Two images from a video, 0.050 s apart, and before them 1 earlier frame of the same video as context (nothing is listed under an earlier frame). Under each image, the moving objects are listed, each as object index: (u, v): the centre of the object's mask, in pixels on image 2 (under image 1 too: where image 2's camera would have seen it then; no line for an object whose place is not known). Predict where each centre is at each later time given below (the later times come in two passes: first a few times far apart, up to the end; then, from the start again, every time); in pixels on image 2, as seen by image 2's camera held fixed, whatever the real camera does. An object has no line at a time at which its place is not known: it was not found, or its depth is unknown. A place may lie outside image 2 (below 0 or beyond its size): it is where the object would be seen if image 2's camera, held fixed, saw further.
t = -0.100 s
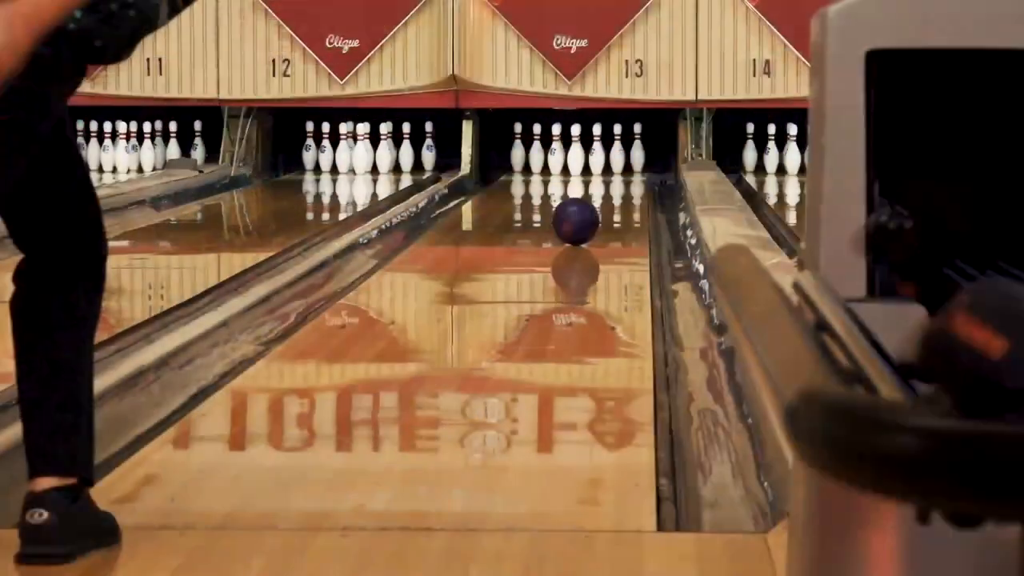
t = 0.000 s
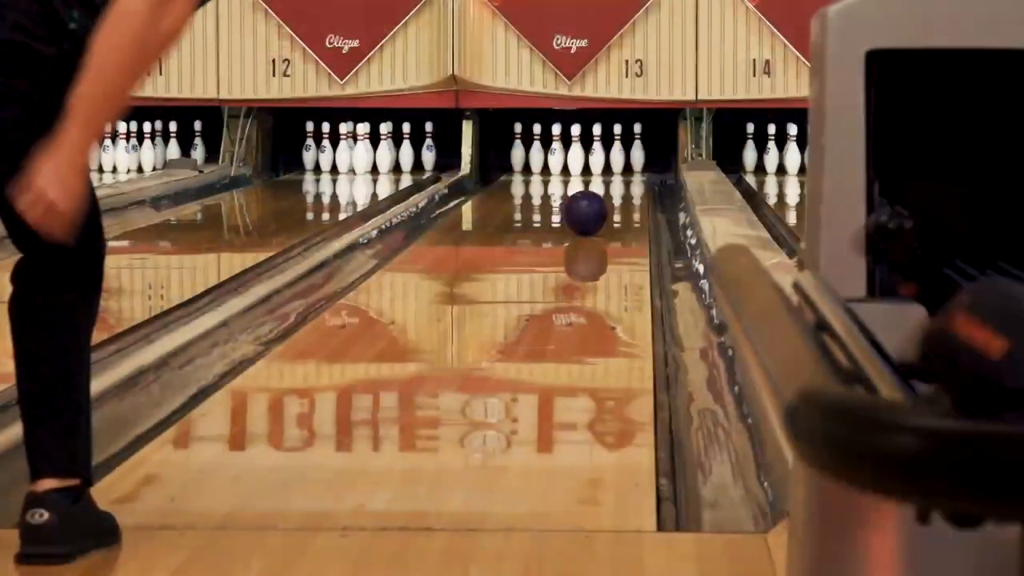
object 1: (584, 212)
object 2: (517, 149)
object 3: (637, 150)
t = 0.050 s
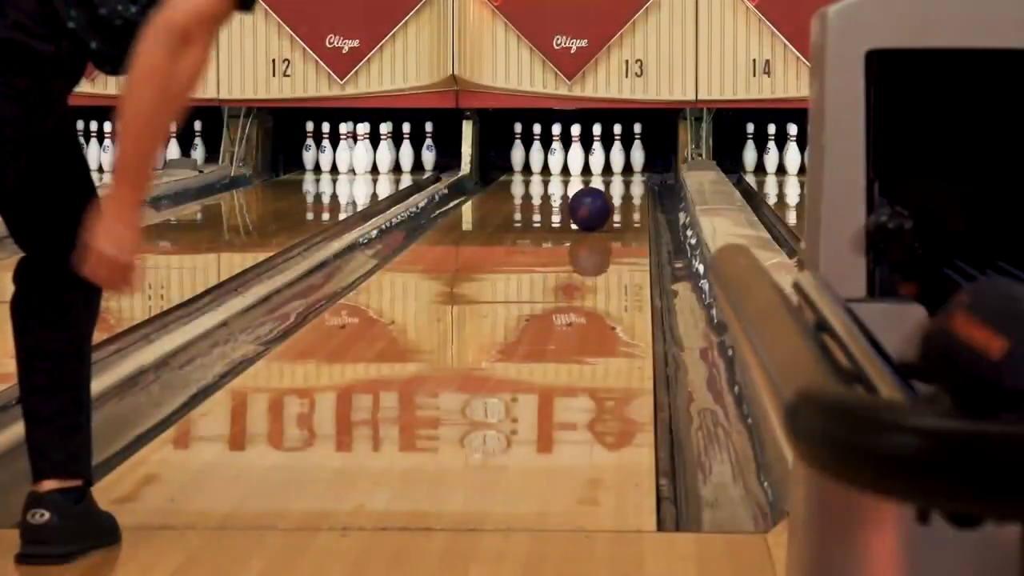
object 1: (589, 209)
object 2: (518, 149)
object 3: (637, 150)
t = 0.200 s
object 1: (601, 199)
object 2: (517, 149)
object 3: (637, 150)
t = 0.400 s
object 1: (611, 188)
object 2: (517, 149)
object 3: (637, 150)
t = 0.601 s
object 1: (613, 179)
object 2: (517, 149)
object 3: (637, 150)
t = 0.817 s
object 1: (608, 171)
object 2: (517, 149)
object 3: (637, 150)
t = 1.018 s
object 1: (595, 165)
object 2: (517, 149)
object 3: (637, 150)
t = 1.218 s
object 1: (585, 160)
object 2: (517, 148)
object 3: (637, 150)
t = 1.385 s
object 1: (583, 159)
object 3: (652, 152)
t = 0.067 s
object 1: (591, 208)
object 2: (518, 149)
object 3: (637, 150)
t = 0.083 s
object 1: (593, 206)
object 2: (518, 149)
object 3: (637, 150)
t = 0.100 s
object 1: (594, 205)
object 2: (518, 149)
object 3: (637, 150)
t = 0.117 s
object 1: (595, 204)
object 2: (517, 149)
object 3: (637, 150)
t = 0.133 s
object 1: (597, 203)
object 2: (517, 149)
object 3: (637, 150)
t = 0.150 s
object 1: (598, 202)
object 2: (517, 149)
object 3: (637, 150)
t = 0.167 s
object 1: (599, 201)
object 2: (517, 149)
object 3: (637, 150)
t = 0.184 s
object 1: (600, 200)
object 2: (517, 149)
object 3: (637, 150)
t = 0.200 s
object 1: (601, 199)
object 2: (517, 149)
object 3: (637, 150)
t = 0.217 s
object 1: (602, 198)
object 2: (517, 149)
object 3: (637, 150)
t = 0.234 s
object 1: (603, 197)
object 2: (517, 149)
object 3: (637, 150)
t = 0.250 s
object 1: (605, 196)
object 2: (517, 149)
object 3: (637, 150)
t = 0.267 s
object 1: (606, 195)
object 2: (517, 149)
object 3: (637, 150)
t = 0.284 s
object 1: (606, 194)
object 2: (517, 149)
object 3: (637, 150)
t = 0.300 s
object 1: (607, 193)
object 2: (517, 149)
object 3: (637, 150)
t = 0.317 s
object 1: (607, 192)
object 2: (517, 149)
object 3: (637, 150)
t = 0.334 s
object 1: (608, 191)
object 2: (517, 149)
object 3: (637, 150)
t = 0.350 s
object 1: (609, 191)
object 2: (517, 149)
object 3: (637, 150)
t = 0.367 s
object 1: (609, 190)
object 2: (517, 149)
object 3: (637, 150)
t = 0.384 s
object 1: (610, 189)
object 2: (517, 149)
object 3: (637, 150)
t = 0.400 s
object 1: (611, 188)
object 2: (517, 149)
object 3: (637, 150)
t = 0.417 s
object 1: (612, 187)
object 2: (517, 149)
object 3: (637, 150)
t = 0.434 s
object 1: (612, 186)
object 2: (517, 149)
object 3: (637, 150)
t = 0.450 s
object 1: (612, 185)
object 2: (517, 149)
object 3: (637, 150)
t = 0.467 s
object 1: (613, 185)
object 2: (517, 149)
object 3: (637, 150)
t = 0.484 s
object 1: (613, 184)
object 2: (517, 149)
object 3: (637, 150)
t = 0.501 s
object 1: (613, 183)
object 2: (517, 149)
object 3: (637, 150)
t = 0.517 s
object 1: (613, 183)
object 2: (517, 149)
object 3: (637, 150)
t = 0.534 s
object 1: (614, 182)
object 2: (517, 149)
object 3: (637, 150)
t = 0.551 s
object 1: (614, 181)
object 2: (517, 149)
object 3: (637, 150)
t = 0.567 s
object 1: (614, 180)
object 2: (517, 149)
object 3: (637, 150)
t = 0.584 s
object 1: (614, 180)
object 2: (517, 149)
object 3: (637, 150)
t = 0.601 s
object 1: (613, 179)
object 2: (517, 149)
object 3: (637, 150)
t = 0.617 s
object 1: (613, 178)
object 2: (517, 149)
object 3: (637, 150)
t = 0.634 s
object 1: (613, 178)
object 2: (517, 149)
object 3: (637, 150)
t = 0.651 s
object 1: (613, 177)
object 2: (517, 149)
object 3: (637, 150)
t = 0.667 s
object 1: (612, 176)
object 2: (517, 149)
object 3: (637, 150)
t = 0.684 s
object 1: (612, 176)
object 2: (517, 149)
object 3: (637, 150)
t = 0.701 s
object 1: (612, 175)
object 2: (517, 149)
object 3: (637, 150)
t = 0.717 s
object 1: (612, 174)
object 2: (517, 149)
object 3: (637, 150)
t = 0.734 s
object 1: (611, 174)
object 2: (517, 149)
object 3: (637, 150)
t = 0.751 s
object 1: (610, 173)
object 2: (517, 149)
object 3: (637, 150)
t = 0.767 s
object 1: (610, 173)
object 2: (517, 149)
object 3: (637, 150)
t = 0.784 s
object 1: (609, 172)
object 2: (517, 149)
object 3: (637, 150)
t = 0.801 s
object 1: (608, 171)
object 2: (517, 149)
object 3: (637, 150)
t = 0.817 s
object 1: (608, 171)
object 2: (517, 149)
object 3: (637, 150)
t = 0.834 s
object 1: (607, 170)
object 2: (517, 149)
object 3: (637, 150)
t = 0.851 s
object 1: (606, 170)
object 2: (517, 149)
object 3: (637, 150)
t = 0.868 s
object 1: (605, 169)
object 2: (517, 149)
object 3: (637, 150)
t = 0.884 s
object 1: (604, 169)
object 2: (517, 149)
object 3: (637, 150)
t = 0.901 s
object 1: (603, 168)
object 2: (517, 149)
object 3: (637, 150)
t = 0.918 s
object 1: (602, 168)
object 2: (517, 149)
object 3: (637, 150)
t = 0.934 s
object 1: (601, 167)
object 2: (517, 149)
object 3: (637, 150)
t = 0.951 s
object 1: (600, 167)
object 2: (517, 149)
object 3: (637, 150)
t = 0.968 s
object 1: (599, 166)
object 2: (517, 149)
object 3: (637, 150)
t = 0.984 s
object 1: (598, 166)
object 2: (517, 149)
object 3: (637, 150)
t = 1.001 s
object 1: (596, 166)
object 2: (517, 149)
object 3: (637, 150)
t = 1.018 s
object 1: (595, 165)
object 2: (517, 149)
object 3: (637, 150)
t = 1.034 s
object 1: (594, 165)
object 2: (517, 149)
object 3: (637, 150)
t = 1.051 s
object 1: (593, 164)
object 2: (517, 149)
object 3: (637, 150)
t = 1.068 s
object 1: (592, 164)
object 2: (517, 149)
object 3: (637, 150)
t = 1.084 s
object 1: (590, 163)
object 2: (517, 149)
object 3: (637, 150)
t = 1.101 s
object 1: (588, 163)
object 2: (517, 149)
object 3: (637, 150)
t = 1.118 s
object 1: (587, 162)
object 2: (517, 149)
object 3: (637, 150)
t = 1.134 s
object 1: (586, 161)
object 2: (517, 149)
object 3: (637, 150)
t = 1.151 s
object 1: (585, 161)
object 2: (517, 149)
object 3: (637, 150)
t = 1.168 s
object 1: (585, 161)
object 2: (517, 149)
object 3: (637, 150)
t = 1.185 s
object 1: (585, 161)
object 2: (517, 149)
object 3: (637, 150)
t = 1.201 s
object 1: (585, 161)
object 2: (517, 149)
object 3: (637, 150)
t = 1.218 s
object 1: (585, 160)
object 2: (517, 148)
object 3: (637, 150)
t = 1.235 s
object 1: (584, 160)
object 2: (517, 147)
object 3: (637, 150)
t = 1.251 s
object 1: (584, 160)
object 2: (517, 146)
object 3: (637, 149)
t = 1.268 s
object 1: (583, 160)
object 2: (514, 143)
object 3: (639, 145)
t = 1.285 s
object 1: (583, 160)
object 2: (507, 150)
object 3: (638, 136)
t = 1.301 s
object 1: (584, 160)
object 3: (638, 136)
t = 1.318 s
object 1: (584, 159)
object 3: (640, 136)
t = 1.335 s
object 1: (584, 159)
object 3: (644, 139)
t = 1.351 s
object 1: (584, 158)
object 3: (648, 145)
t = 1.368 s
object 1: (584, 158)
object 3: (653, 147)
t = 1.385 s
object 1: (583, 159)
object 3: (652, 152)
